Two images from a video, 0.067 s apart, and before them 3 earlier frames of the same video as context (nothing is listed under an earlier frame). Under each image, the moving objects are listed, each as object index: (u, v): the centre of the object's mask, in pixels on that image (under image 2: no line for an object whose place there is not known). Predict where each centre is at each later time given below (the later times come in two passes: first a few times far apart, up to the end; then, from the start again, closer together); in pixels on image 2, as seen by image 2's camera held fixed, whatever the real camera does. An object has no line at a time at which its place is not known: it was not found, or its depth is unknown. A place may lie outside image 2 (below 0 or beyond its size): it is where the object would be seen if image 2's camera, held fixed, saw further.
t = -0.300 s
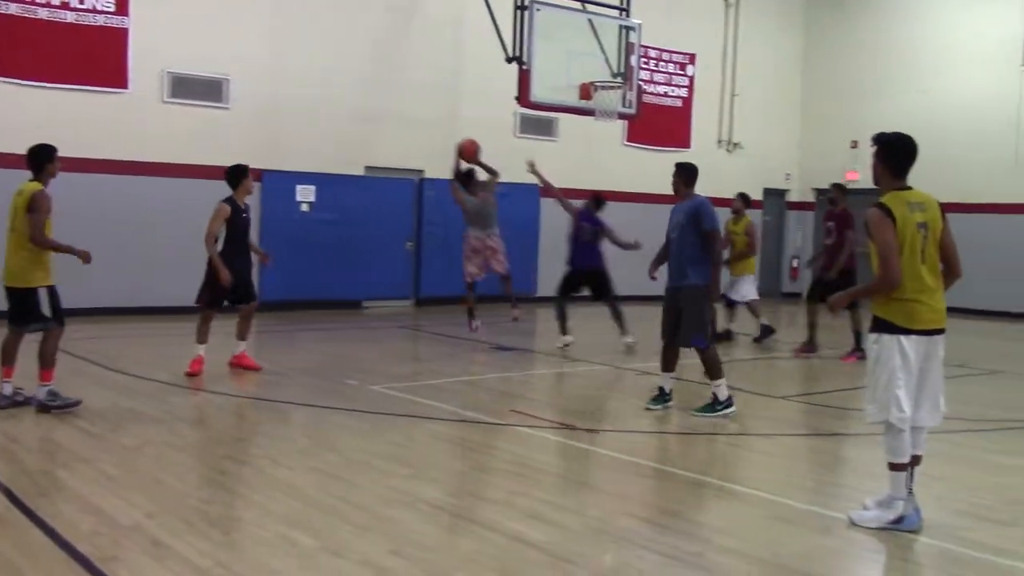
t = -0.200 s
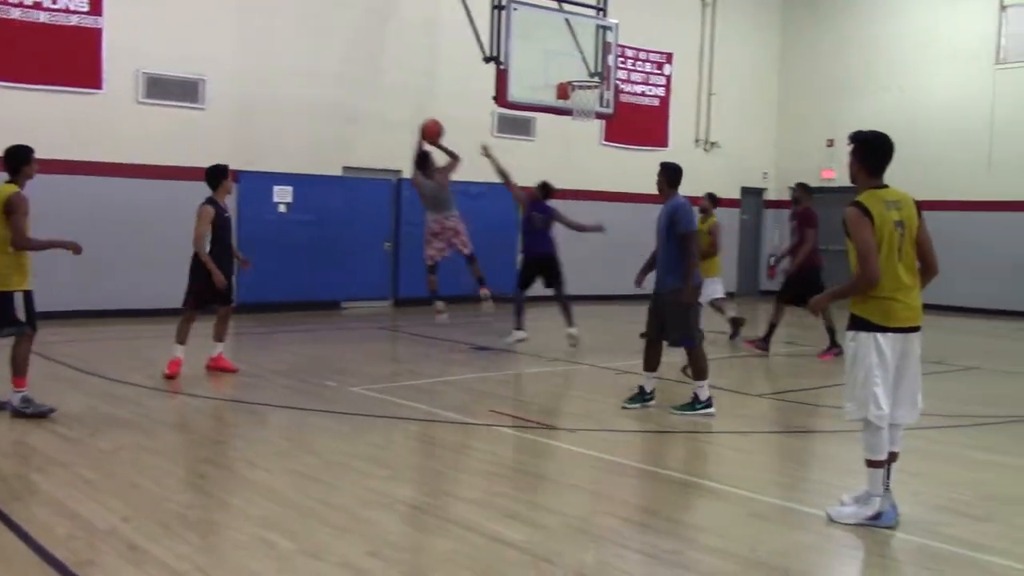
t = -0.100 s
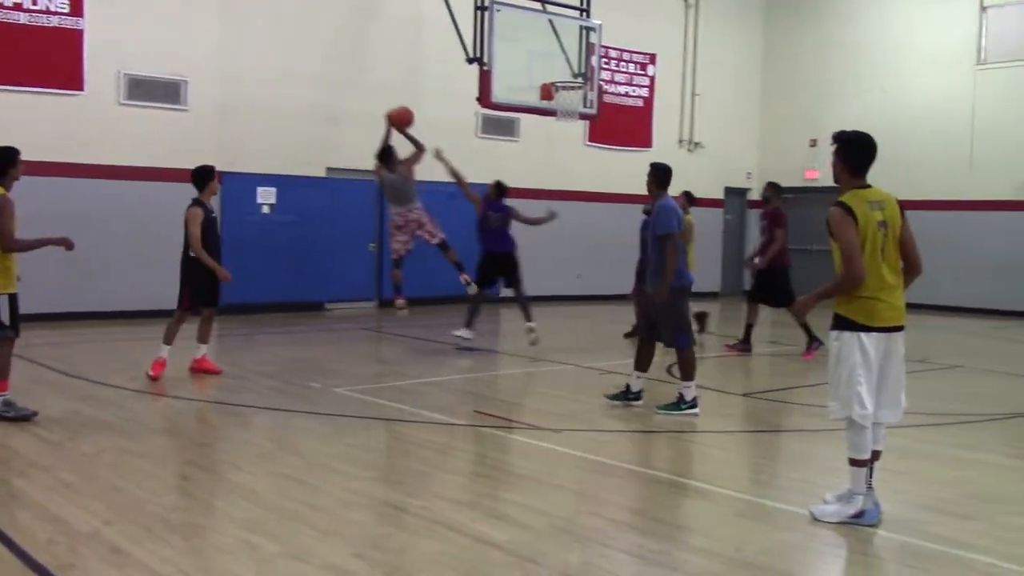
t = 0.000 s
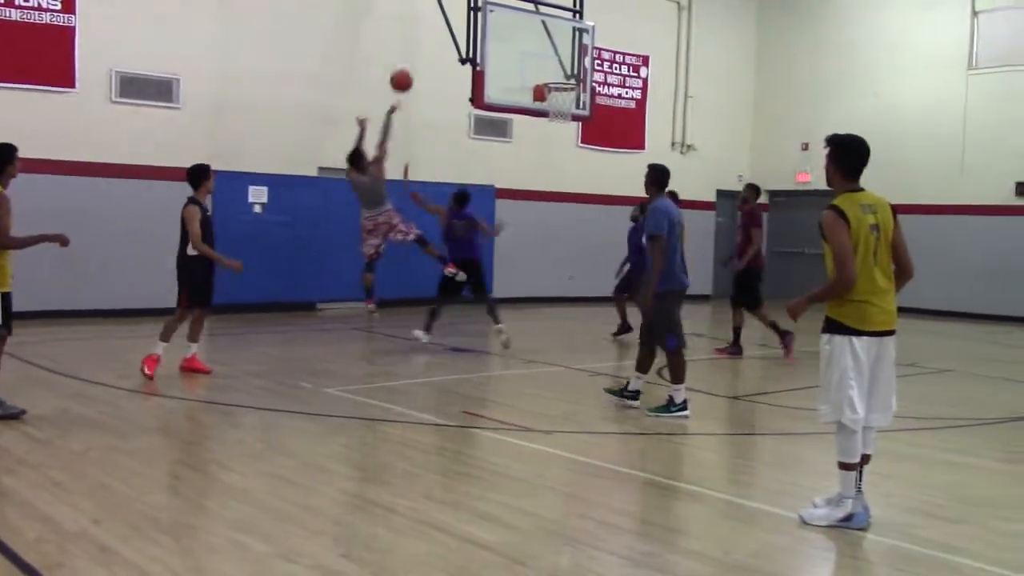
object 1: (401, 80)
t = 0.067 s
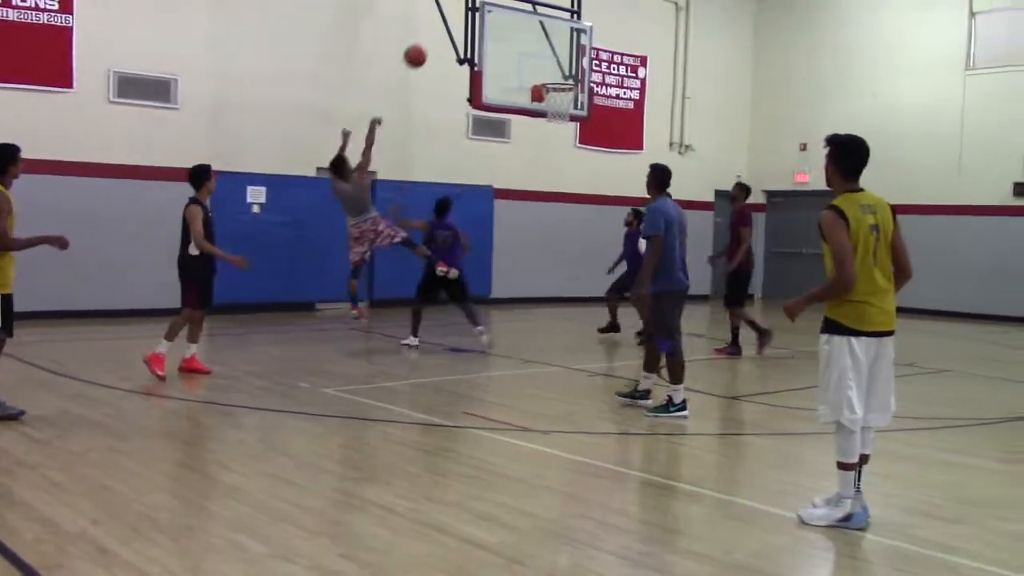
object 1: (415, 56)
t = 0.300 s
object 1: (465, 6)
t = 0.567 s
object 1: (516, 10)
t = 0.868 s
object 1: (562, 79)
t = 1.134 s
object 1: (569, 24)
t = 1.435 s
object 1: (575, 27)
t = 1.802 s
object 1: (601, 86)
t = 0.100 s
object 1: (423, 45)
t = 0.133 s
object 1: (430, 36)
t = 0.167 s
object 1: (437, 28)
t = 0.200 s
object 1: (444, 20)
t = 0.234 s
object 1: (451, 14)
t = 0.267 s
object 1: (458, 9)
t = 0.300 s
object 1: (465, 6)
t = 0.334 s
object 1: (472, 2)
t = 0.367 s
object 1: (478, 1)
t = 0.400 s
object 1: (484, 0)
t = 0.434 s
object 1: (492, 0)
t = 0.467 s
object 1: (498, 1)
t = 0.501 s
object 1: (504, 3)
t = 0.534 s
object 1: (509, 6)
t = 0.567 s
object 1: (516, 10)
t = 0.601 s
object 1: (521, 15)
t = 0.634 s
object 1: (527, 20)
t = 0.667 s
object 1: (532, 26)
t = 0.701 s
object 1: (537, 33)
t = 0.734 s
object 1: (542, 42)
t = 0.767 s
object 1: (548, 51)
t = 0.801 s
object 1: (553, 60)
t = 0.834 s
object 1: (558, 71)
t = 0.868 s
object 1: (562, 79)
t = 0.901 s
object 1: (563, 71)
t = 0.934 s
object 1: (564, 61)
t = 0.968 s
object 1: (564, 53)
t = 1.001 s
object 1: (565, 45)
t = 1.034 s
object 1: (566, 38)
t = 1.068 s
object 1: (567, 33)
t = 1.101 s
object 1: (569, 28)
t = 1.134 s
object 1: (569, 24)
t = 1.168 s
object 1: (571, 21)
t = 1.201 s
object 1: (572, 19)
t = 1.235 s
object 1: (572, 17)
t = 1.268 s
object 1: (573, 16)
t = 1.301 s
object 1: (573, 17)
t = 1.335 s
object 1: (574, 19)
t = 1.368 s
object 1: (575, 20)
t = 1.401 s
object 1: (576, 23)
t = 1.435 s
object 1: (575, 27)
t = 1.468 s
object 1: (576, 31)
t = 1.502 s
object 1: (576, 37)
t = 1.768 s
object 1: (595, 82)
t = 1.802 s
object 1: (601, 86)
